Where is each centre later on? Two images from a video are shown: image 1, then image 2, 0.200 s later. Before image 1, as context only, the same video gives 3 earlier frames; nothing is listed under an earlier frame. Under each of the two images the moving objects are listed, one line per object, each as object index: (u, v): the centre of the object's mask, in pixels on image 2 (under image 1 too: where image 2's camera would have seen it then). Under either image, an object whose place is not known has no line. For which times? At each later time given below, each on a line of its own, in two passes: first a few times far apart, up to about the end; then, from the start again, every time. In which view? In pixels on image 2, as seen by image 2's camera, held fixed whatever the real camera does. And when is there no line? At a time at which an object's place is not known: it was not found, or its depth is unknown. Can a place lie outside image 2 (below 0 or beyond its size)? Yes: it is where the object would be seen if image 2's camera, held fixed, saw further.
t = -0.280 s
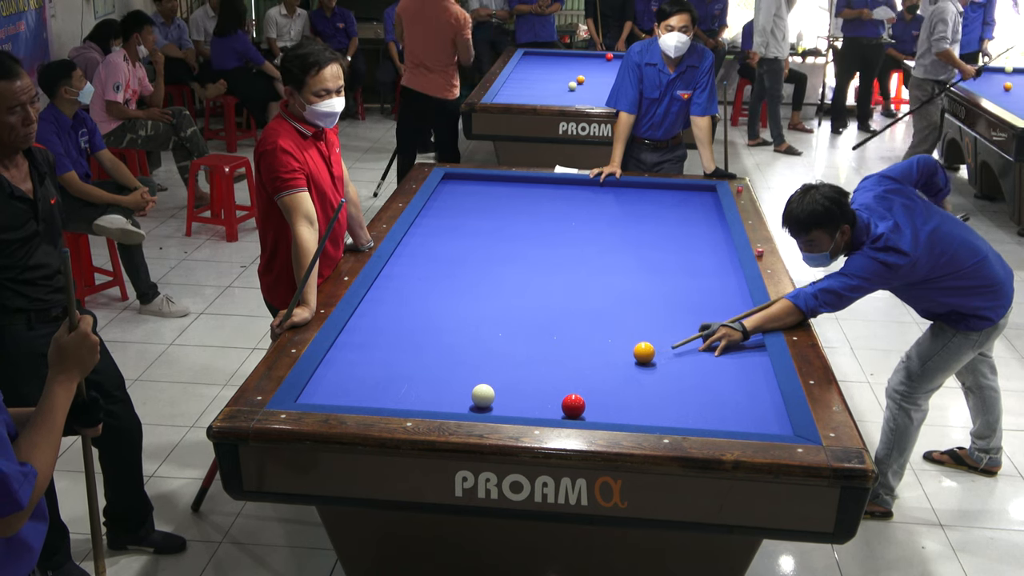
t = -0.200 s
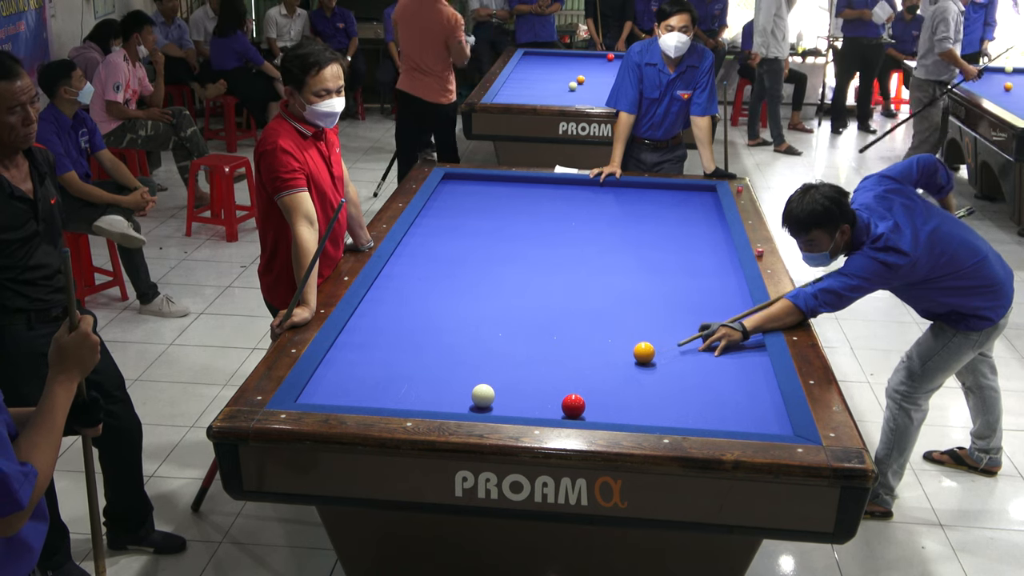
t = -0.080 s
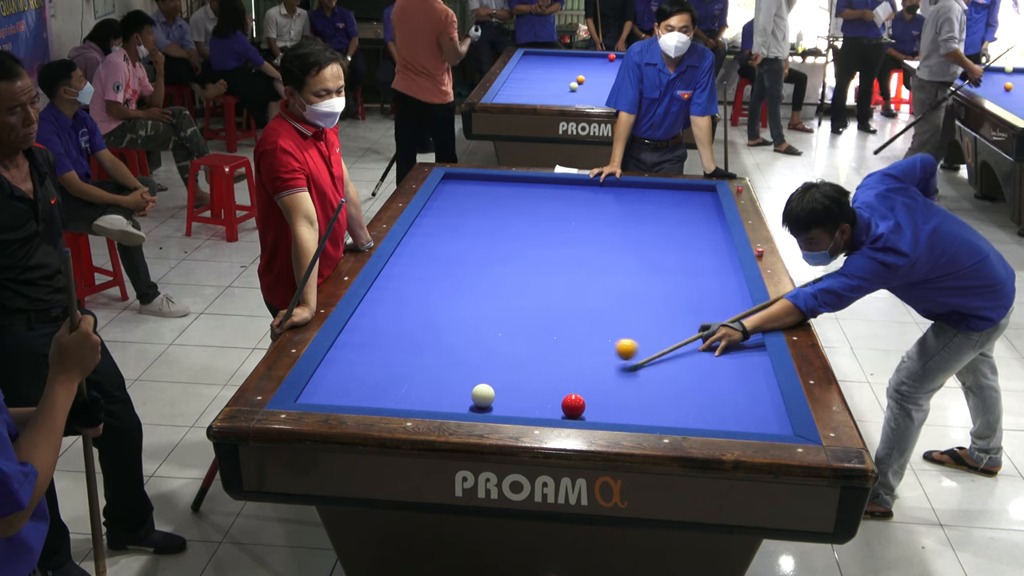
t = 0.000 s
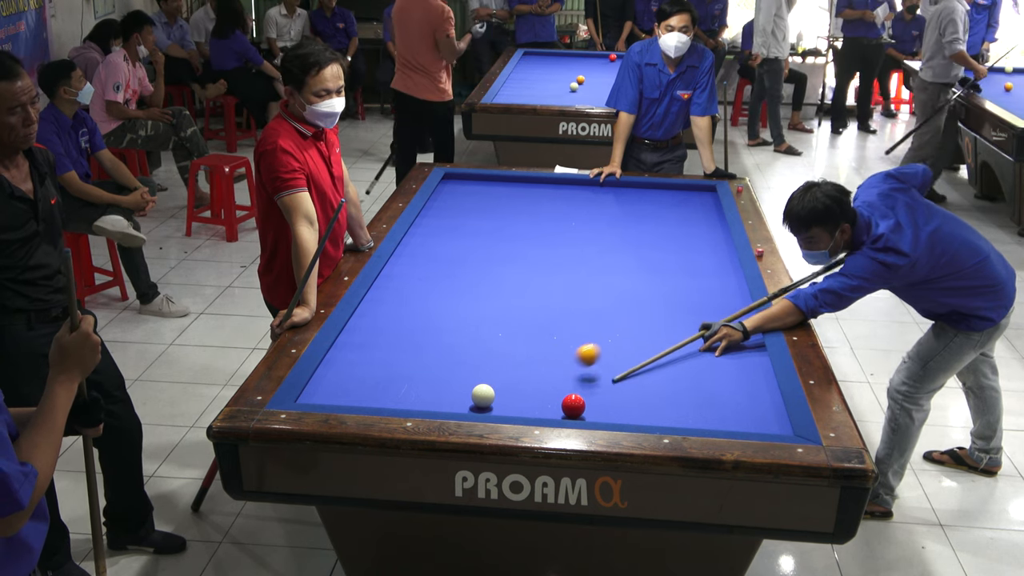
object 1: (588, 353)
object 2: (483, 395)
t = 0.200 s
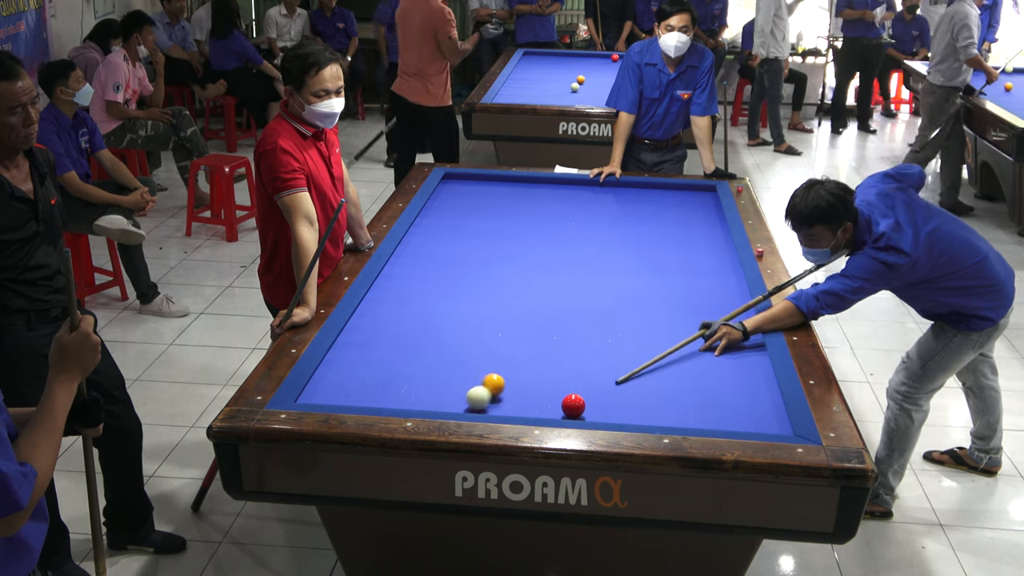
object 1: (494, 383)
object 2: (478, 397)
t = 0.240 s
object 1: (486, 383)
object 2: (467, 402)
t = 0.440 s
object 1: (456, 377)
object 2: (437, 393)
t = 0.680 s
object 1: (427, 365)
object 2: (411, 375)
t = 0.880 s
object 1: (406, 354)
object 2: (385, 365)
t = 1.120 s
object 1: (384, 341)
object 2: (355, 355)
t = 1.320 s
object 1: (367, 330)
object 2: (345, 347)
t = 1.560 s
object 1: (363, 321)
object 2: (368, 340)
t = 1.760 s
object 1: (377, 316)
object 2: (387, 335)
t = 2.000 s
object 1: (393, 310)
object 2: (408, 329)
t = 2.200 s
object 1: (405, 306)
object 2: (424, 325)
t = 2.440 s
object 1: (419, 301)
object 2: (442, 319)
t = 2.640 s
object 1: (430, 297)
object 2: (457, 315)
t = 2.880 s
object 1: (443, 293)
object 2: (473, 310)
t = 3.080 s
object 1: (453, 290)
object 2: (486, 306)
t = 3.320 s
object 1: (464, 286)
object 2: (501, 302)
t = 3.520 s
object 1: (473, 283)
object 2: (512, 299)
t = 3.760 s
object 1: (483, 279)
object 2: (525, 295)
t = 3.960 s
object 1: (490, 277)
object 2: (535, 292)
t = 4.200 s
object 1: (499, 274)
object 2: (547, 289)
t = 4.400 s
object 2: (556, 287)
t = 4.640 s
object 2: (566, 284)
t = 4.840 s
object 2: (574, 282)
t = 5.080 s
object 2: (583, 279)
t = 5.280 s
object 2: (590, 278)
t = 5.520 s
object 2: (598, 275)
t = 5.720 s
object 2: (604, 274)
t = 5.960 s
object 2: (610, 272)
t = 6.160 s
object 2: (615, 271)
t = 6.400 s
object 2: (620, 269)
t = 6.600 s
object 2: (624, 268)
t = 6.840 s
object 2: (629, 267)
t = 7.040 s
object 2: (632, 266)
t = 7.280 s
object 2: (635, 265)
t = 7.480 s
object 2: (638, 264)
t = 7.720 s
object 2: (640, 263)
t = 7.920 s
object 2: (642, 263)
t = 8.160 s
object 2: (643, 262)
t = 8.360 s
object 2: (644, 262)
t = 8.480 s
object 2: (644, 262)
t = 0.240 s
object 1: (486, 383)
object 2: (467, 402)
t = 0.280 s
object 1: (479, 383)
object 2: (456, 405)
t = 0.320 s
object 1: (473, 382)
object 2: (450, 403)
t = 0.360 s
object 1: (467, 380)
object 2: (446, 400)
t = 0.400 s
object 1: (462, 379)
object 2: (441, 397)
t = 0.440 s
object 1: (456, 377)
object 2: (437, 393)
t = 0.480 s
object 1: (450, 375)
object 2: (433, 390)
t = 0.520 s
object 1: (445, 373)
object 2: (429, 386)
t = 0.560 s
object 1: (440, 372)
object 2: (425, 382)
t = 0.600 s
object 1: (436, 370)
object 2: (422, 379)
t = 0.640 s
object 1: (431, 368)
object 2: (416, 377)
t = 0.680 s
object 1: (427, 365)
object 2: (411, 375)
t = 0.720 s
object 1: (422, 363)
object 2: (405, 373)
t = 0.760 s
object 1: (418, 361)
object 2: (400, 371)
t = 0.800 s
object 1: (414, 359)
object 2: (395, 370)
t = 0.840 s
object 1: (410, 356)
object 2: (390, 367)
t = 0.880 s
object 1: (406, 354)
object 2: (385, 365)
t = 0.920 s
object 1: (402, 352)
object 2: (380, 364)
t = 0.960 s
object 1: (399, 349)
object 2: (374, 362)
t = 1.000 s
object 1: (395, 347)
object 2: (369, 360)
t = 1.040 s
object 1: (391, 345)
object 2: (364, 359)
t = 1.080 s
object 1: (388, 343)
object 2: (360, 357)
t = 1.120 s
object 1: (384, 341)
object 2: (355, 355)
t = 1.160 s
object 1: (381, 338)
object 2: (350, 353)
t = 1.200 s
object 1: (377, 336)
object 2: (345, 352)
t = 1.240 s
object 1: (374, 334)
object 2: (341, 350)
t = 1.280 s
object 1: (371, 332)
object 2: (340, 349)
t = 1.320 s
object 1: (367, 330)
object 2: (345, 347)
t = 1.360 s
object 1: (364, 328)
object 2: (349, 346)
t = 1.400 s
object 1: (361, 326)
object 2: (353, 345)
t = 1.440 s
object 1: (358, 324)
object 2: (357, 344)
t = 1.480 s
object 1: (357, 322)
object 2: (361, 343)
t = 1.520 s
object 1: (360, 321)
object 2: (364, 342)
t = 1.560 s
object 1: (363, 321)
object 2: (368, 340)
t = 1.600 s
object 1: (366, 319)
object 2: (372, 339)
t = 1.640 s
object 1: (369, 318)
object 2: (376, 338)
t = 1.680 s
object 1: (372, 318)
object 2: (380, 337)
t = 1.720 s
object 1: (374, 317)
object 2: (383, 336)
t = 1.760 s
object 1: (377, 316)
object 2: (387, 335)
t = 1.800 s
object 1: (380, 315)
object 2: (390, 334)
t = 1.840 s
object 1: (382, 314)
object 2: (394, 333)
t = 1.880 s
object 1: (385, 313)
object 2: (397, 332)
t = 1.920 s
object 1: (388, 312)
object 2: (401, 331)
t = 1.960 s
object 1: (390, 311)
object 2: (404, 330)
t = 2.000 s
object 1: (393, 310)
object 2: (408, 329)
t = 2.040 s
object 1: (395, 309)
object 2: (411, 328)
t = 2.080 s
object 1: (398, 308)
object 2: (414, 327)
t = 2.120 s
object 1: (400, 307)
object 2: (417, 326)
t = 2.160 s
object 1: (403, 307)
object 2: (421, 325)
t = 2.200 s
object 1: (405, 306)
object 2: (424, 325)
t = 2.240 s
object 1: (407, 305)
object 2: (427, 323)
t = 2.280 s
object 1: (410, 304)
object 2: (430, 322)
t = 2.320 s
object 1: (412, 303)
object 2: (433, 321)
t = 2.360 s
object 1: (414, 303)
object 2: (436, 321)
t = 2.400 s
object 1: (417, 302)
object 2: (439, 320)
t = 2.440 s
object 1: (419, 301)
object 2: (442, 319)
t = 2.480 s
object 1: (421, 300)
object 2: (445, 318)
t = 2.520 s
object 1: (424, 300)
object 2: (448, 317)
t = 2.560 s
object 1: (426, 299)
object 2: (451, 316)
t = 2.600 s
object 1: (428, 298)
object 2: (454, 316)
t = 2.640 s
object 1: (430, 297)
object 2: (457, 315)
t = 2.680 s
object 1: (432, 297)
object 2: (459, 314)
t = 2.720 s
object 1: (435, 296)
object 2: (462, 313)
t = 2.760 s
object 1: (437, 295)
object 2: (465, 312)
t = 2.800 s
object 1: (439, 294)
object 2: (468, 311)
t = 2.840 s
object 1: (441, 294)
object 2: (470, 311)
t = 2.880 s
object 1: (443, 293)
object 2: (473, 310)
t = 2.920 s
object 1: (445, 292)
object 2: (476, 309)
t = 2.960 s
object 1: (447, 292)
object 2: (478, 308)
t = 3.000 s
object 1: (449, 291)
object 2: (481, 308)
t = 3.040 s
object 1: (451, 290)
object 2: (483, 307)
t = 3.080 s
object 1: (453, 290)
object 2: (486, 306)
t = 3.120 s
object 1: (455, 289)
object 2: (488, 305)
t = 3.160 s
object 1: (456, 288)
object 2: (491, 305)
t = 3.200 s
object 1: (458, 288)
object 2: (493, 304)
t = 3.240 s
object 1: (460, 287)
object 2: (496, 303)
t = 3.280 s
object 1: (462, 286)
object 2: (498, 303)
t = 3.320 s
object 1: (464, 286)
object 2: (501, 302)
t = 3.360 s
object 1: (466, 285)
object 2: (503, 301)
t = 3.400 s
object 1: (467, 285)
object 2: (505, 301)
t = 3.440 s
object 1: (469, 284)
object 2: (508, 300)
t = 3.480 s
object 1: (471, 284)
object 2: (510, 299)
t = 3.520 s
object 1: (473, 283)
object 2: (512, 299)
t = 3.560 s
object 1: (474, 282)
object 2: (514, 298)
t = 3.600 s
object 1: (476, 282)
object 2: (517, 297)
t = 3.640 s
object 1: (478, 281)
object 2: (519, 297)
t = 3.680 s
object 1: (479, 281)
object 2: (521, 296)
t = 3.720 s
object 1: (481, 280)
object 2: (523, 296)
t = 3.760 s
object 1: (483, 279)
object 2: (525, 295)
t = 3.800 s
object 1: (484, 279)
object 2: (527, 295)
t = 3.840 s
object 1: (486, 278)
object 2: (529, 294)
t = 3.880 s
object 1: (487, 278)
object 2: (532, 293)
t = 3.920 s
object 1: (489, 277)
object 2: (533, 293)
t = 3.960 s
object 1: (490, 277)
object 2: (535, 292)
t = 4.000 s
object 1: (492, 277)
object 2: (537, 292)
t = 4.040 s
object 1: (493, 276)
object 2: (540, 291)
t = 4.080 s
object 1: (495, 276)
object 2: (541, 291)
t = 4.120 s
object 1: (496, 275)
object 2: (543, 290)
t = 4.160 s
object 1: (498, 275)
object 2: (545, 290)
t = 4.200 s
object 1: (499, 274)
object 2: (547, 289)
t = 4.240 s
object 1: (500, 274)
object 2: (549, 289)
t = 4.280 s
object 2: (551, 288)
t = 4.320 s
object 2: (553, 288)
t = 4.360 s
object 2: (554, 287)
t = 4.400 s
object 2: (556, 287)
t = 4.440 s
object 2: (558, 286)
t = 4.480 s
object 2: (560, 286)
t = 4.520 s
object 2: (561, 285)
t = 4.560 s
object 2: (563, 285)
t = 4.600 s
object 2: (565, 284)
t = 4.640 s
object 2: (566, 284)
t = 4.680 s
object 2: (568, 283)
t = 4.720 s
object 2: (570, 283)
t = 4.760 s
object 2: (571, 283)
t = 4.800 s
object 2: (573, 282)
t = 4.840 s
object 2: (574, 282)
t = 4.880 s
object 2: (576, 281)
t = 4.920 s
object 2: (577, 281)
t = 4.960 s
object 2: (579, 280)
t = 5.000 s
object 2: (580, 280)
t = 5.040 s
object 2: (582, 280)
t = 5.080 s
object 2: (583, 279)
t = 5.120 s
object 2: (584, 279)
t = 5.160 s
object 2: (586, 279)
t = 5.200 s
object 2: (587, 278)
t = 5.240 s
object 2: (589, 278)
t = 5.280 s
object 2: (590, 278)
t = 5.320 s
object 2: (591, 277)
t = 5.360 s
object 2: (593, 277)
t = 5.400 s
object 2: (594, 277)
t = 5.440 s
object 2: (595, 276)
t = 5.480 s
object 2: (597, 276)
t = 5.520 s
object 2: (598, 275)
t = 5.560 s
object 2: (599, 275)
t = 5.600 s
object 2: (600, 275)
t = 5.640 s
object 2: (601, 275)
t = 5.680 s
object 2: (603, 274)
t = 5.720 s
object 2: (604, 274)
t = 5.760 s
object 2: (605, 274)
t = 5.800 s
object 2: (606, 273)
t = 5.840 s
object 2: (607, 273)
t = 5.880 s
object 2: (608, 273)
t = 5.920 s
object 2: (609, 272)
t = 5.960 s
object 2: (610, 272)
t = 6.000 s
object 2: (611, 272)
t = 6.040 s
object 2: (612, 272)
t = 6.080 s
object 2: (613, 271)
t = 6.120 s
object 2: (614, 271)
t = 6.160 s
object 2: (615, 271)
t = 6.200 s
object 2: (616, 271)
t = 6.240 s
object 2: (616, 270)
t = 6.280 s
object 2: (618, 270)
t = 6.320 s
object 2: (618, 270)
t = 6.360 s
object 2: (619, 269)
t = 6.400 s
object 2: (620, 269)
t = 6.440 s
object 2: (621, 269)
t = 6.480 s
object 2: (622, 269)
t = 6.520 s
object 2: (623, 268)
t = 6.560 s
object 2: (623, 268)
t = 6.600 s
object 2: (624, 268)
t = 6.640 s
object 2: (625, 268)
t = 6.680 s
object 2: (626, 268)
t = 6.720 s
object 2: (626, 267)
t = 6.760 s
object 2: (627, 267)
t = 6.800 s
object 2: (628, 267)
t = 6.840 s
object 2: (629, 267)
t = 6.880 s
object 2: (629, 267)
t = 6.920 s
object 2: (630, 267)
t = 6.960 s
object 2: (631, 266)
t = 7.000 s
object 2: (631, 266)
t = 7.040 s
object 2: (632, 266)
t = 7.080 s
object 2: (633, 266)
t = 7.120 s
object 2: (633, 266)
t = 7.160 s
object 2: (634, 265)
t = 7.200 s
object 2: (634, 265)
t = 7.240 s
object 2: (635, 265)
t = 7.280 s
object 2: (635, 265)
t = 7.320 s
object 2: (636, 265)
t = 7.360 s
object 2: (636, 265)
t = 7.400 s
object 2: (637, 264)
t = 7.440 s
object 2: (637, 264)
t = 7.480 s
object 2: (638, 264)
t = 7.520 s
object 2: (638, 264)
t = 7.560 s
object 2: (639, 264)
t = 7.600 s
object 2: (639, 264)
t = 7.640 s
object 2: (639, 264)
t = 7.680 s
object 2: (640, 263)
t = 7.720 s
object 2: (640, 263)
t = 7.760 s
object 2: (641, 263)
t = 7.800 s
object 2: (641, 263)
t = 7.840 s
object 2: (641, 263)
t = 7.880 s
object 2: (641, 263)
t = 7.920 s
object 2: (642, 263)
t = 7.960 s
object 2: (642, 262)
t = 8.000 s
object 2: (642, 262)
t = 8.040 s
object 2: (643, 262)
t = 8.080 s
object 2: (643, 262)
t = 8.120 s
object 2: (643, 262)
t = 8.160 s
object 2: (643, 262)
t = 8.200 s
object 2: (643, 262)
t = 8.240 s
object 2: (644, 262)
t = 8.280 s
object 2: (644, 262)
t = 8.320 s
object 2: (644, 262)
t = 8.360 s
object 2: (644, 262)
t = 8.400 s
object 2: (644, 262)
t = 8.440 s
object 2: (644, 262)
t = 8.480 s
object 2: (644, 262)
